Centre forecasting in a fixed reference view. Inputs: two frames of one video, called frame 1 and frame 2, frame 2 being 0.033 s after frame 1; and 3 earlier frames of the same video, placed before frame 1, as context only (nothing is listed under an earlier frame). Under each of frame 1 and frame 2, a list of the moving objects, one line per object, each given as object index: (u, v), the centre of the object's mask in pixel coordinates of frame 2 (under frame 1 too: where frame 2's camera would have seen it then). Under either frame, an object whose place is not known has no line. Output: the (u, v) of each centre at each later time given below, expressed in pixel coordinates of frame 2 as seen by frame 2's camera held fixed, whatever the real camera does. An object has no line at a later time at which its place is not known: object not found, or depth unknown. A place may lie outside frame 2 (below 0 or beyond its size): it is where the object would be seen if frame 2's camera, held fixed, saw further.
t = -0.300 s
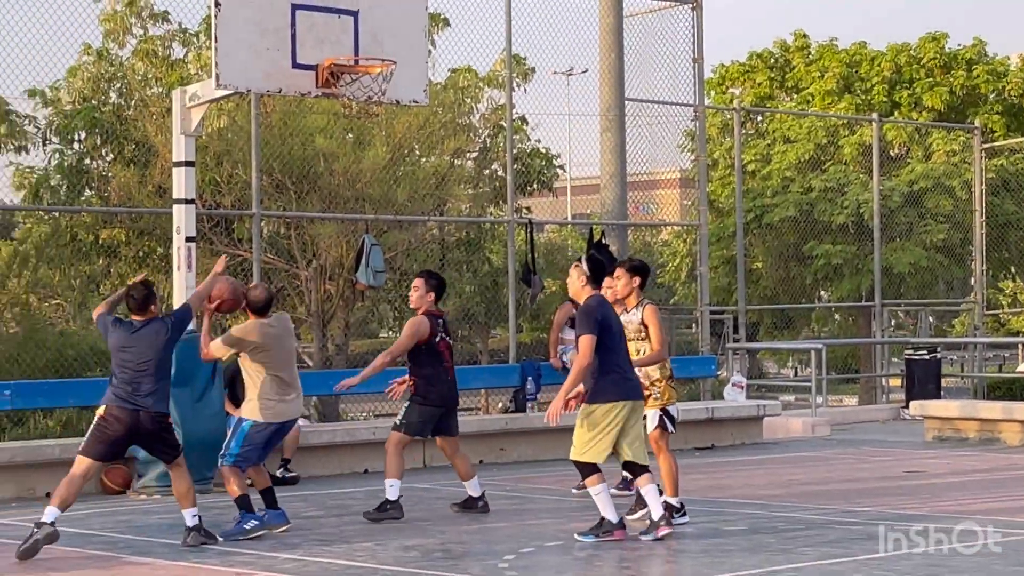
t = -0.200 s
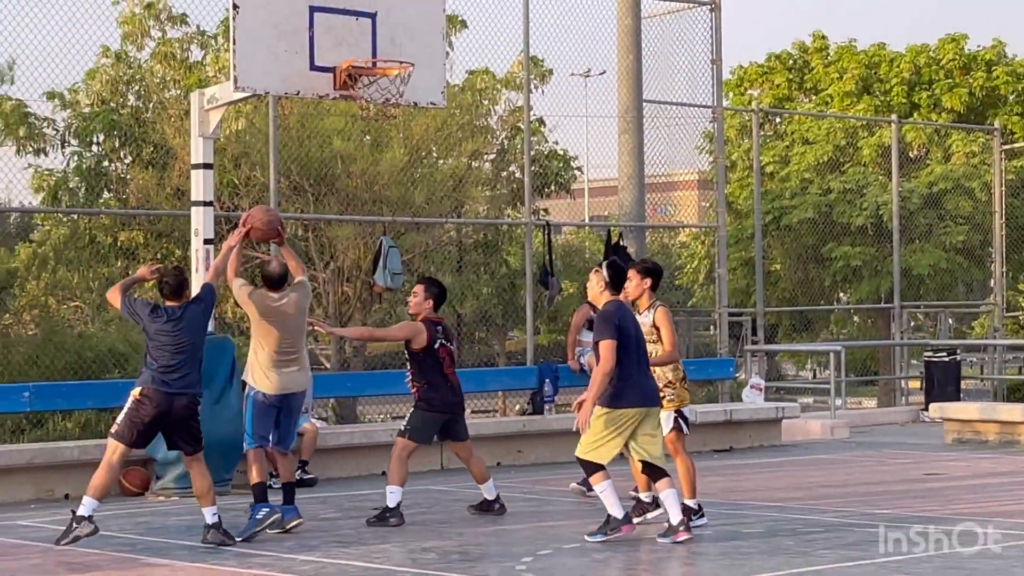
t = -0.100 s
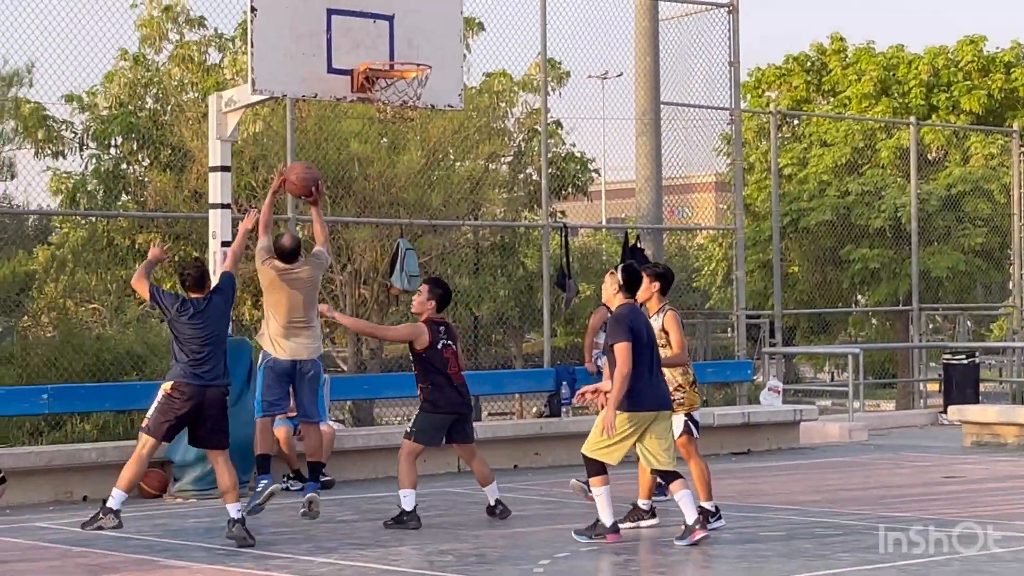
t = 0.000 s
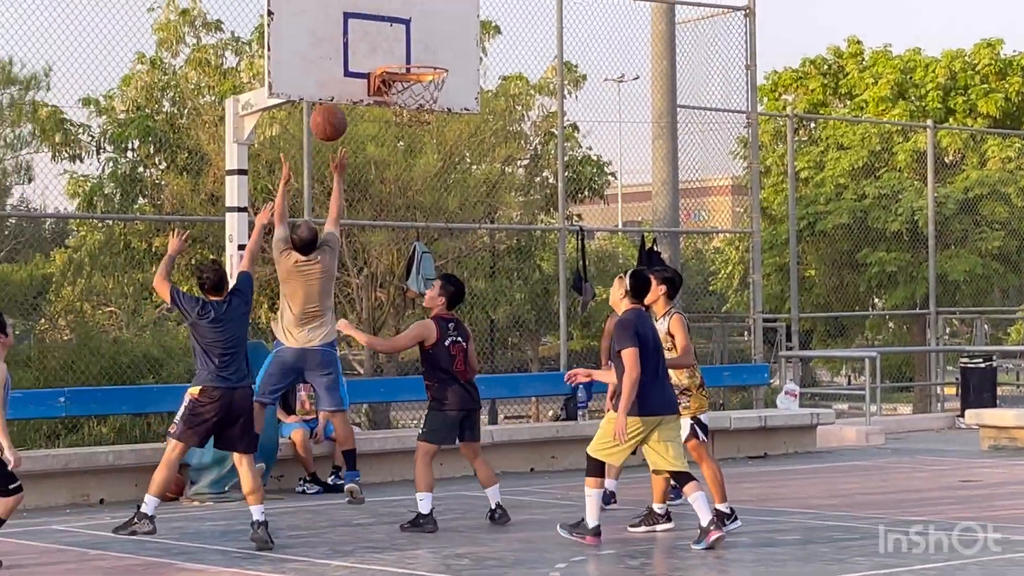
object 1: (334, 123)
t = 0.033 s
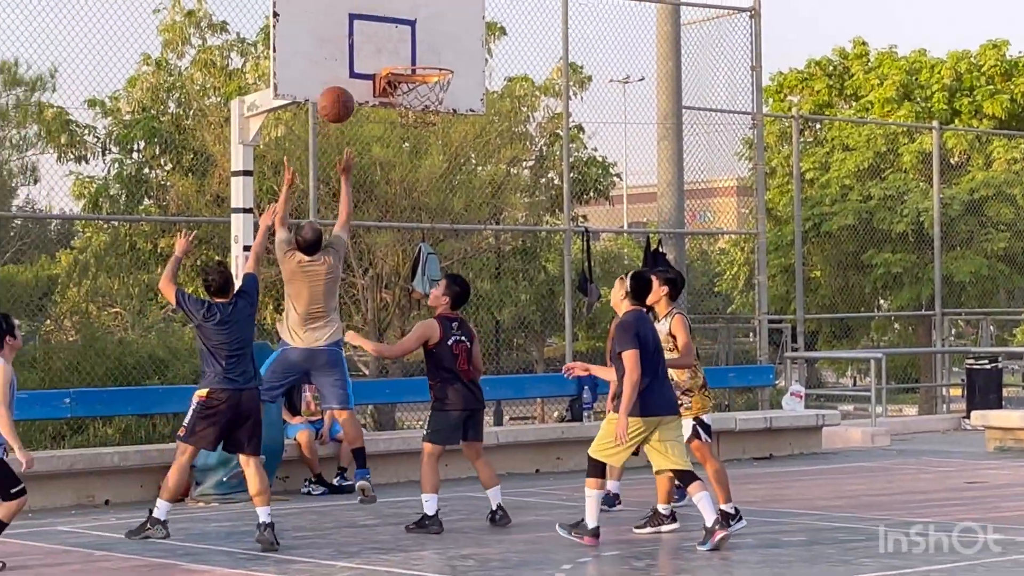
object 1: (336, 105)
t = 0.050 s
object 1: (336, 96)
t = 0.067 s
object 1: (337, 87)
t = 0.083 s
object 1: (339, 79)
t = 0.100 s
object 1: (339, 71)
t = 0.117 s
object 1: (340, 64)
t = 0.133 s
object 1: (341, 58)
